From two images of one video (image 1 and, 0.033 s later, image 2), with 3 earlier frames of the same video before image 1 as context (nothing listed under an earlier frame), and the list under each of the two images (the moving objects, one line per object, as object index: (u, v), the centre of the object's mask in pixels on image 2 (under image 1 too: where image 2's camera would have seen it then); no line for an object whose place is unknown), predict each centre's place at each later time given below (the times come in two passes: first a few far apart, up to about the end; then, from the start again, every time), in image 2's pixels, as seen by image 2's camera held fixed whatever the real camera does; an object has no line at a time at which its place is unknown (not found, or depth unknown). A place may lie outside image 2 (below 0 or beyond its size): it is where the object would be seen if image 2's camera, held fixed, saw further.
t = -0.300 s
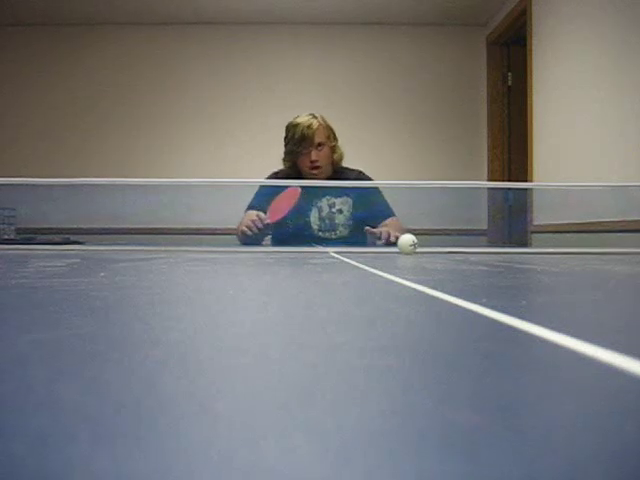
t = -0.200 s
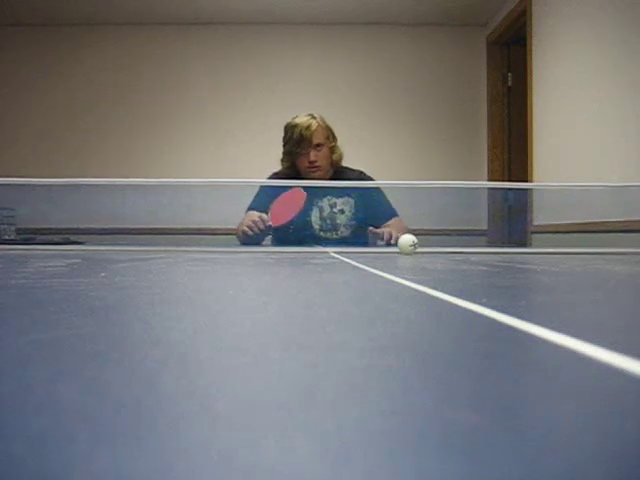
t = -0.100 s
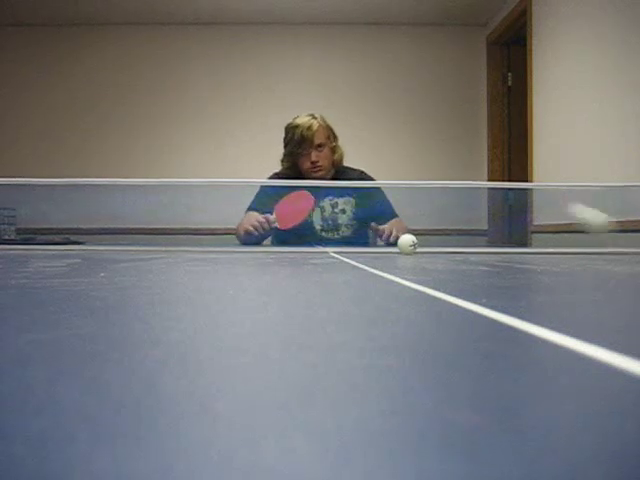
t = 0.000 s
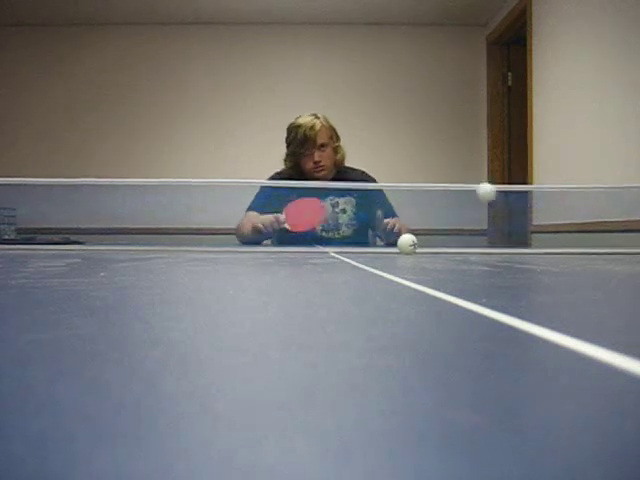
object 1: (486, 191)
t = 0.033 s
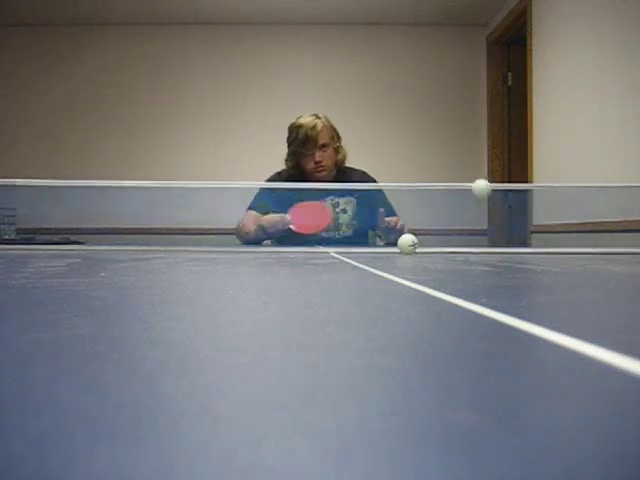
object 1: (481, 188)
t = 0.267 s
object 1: (468, 210)
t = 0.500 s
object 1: (462, 236)
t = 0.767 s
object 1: (455, 230)
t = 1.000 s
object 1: (450, 226)
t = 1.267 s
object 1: (445, 212)
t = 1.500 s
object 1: (438, 224)
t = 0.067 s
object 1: (479, 186)
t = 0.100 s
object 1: (477, 188)
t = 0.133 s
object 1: (475, 196)
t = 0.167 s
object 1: (472, 210)
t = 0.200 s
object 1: (471, 232)
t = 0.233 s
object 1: (469, 227)
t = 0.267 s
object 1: (468, 210)
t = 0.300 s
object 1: (468, 197)
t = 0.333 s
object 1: (467, 191)
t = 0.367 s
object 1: (466, 189)
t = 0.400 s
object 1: (465, 194)
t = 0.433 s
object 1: (464, 206)
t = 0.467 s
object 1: (463, 224)
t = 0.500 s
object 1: (462, 236)
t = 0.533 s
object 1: (461, 218)
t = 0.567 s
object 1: (461, 204)
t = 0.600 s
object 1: (460, 198)
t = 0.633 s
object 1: (459, 197)
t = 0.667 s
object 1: (458, 203)
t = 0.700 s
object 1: (457, 214)
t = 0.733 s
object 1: (456, 234)
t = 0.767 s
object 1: (455, 230)
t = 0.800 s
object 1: (455, 213)
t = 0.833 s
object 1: (454, 205)
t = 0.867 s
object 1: (453, 203)
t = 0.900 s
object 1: (452, 208)
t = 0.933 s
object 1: (451, 221)
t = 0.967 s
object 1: (450, 239)
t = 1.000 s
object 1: (450, 226)
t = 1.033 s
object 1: (449, 213)
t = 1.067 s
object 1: (449, 208)
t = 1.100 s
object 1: (448, 210)
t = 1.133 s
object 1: (448, 220)
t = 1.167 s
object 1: (446, 237)
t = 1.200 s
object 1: (446, 230)
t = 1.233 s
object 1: (445, 217)
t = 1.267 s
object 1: (445, 212)
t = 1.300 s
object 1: (444, 215)
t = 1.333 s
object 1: (443, 227)
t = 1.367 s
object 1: (443, 241)
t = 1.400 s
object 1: (442, 225)
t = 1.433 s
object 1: (440, 217)
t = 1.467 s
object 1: (439, 216)
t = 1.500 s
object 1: (438, 224)
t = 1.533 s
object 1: (437, 240)
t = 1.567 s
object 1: (436, 229)
